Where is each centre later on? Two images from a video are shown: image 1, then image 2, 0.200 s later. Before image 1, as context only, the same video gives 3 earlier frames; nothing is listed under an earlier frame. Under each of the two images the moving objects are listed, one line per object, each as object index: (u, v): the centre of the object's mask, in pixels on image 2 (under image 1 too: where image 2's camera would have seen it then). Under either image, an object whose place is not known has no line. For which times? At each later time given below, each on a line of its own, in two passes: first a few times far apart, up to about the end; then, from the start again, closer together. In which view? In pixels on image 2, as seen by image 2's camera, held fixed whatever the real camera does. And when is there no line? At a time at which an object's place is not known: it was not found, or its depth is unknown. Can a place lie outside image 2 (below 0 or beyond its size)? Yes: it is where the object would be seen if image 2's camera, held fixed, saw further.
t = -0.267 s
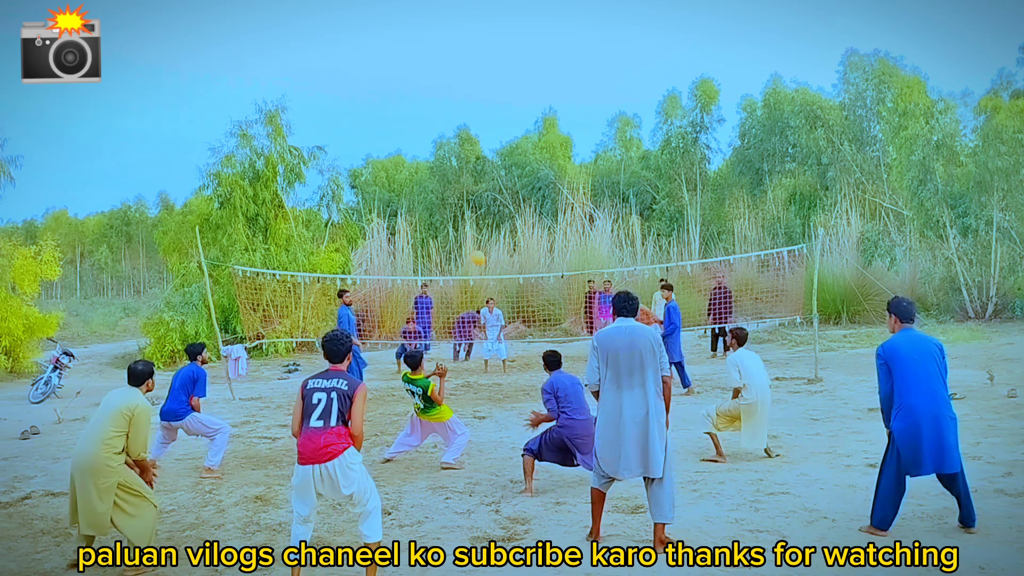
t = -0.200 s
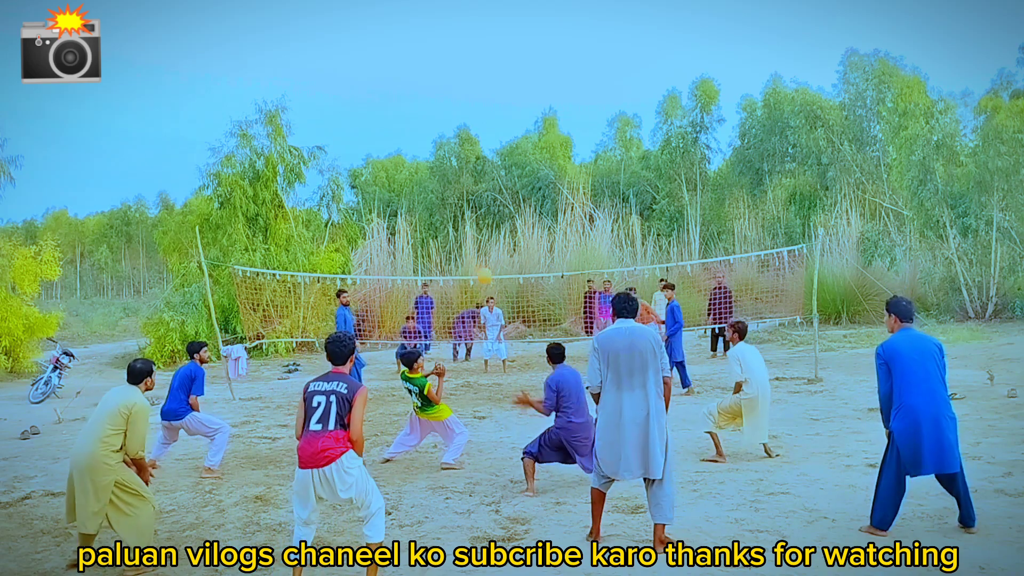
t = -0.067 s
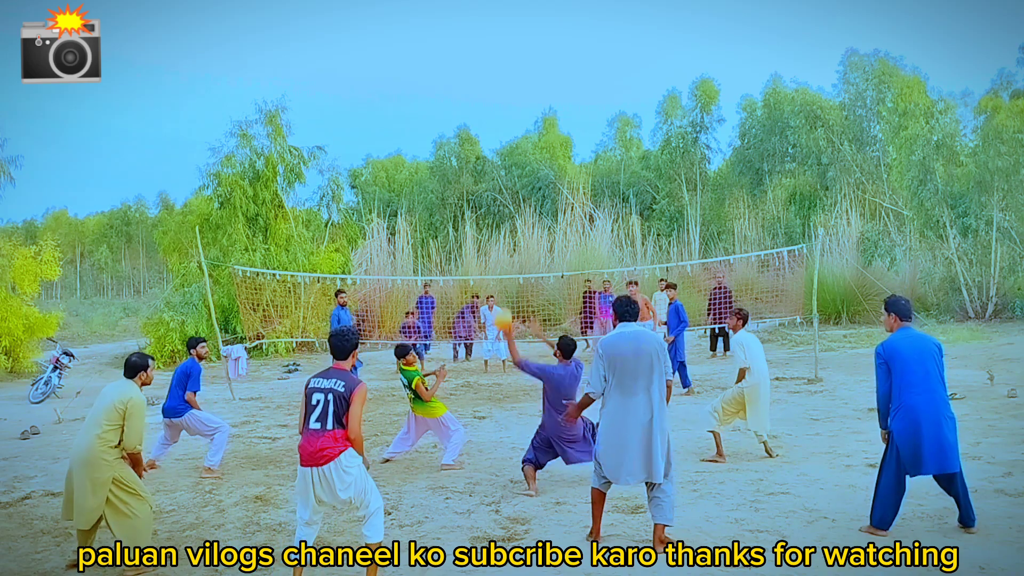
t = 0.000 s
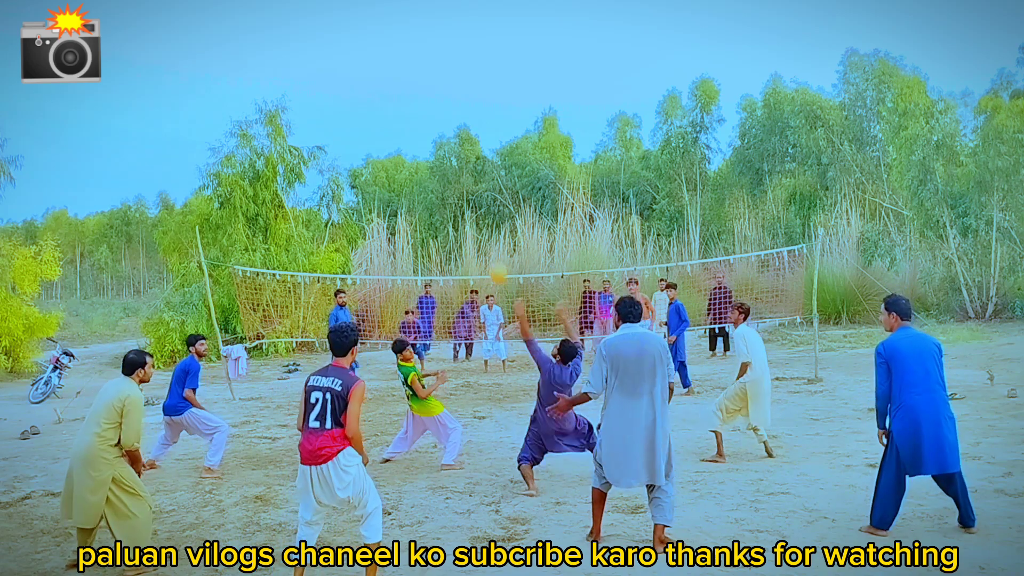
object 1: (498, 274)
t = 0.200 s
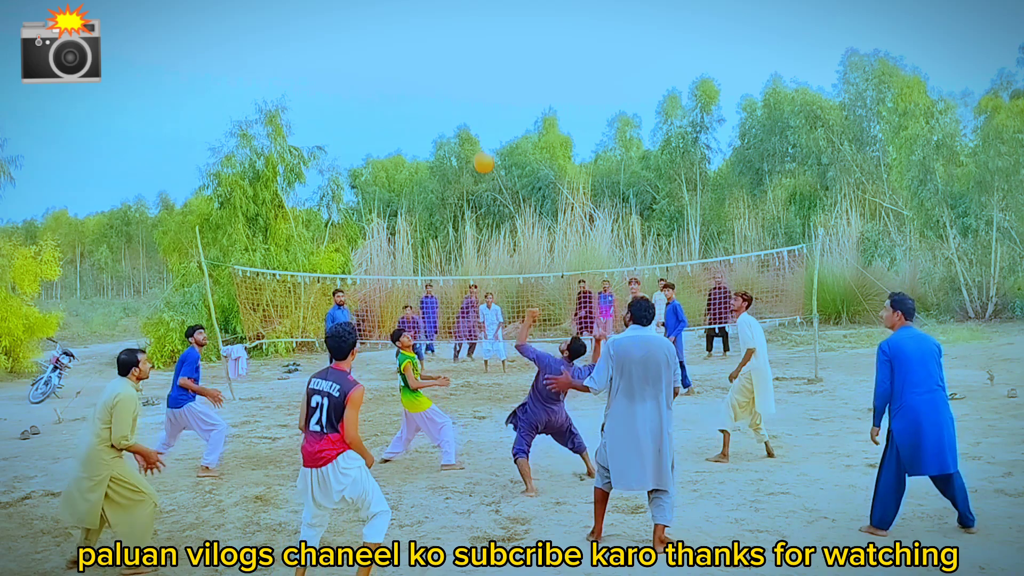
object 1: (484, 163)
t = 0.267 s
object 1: (479, 135)
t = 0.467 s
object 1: (466, 80)
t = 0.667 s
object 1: (454, 72)
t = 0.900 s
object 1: (442, 124)
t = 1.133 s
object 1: (433, 247)
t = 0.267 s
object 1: (479, 135)
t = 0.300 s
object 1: (476, 123)
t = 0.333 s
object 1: (474, 112)
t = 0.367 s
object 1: (472, 102)
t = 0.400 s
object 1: (470, 94)
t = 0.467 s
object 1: (466, 80)
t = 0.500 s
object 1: (464, 76)
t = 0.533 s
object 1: (462, 73)
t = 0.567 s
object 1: (460, 70)
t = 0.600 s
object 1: (458, 69)
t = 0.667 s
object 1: (454, 72)
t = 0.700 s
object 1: (452, 75)
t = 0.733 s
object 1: (450, 80)
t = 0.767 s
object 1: (448, 86)
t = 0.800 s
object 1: (447, 93)
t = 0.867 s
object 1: (443, 112)
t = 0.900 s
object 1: (442, 124)
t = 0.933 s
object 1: (441, 139)
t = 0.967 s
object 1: (440, 152)
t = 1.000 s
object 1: (438, 169)
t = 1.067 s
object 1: (435, 205)
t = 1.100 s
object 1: (434, 226)
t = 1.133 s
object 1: (433, 247)
